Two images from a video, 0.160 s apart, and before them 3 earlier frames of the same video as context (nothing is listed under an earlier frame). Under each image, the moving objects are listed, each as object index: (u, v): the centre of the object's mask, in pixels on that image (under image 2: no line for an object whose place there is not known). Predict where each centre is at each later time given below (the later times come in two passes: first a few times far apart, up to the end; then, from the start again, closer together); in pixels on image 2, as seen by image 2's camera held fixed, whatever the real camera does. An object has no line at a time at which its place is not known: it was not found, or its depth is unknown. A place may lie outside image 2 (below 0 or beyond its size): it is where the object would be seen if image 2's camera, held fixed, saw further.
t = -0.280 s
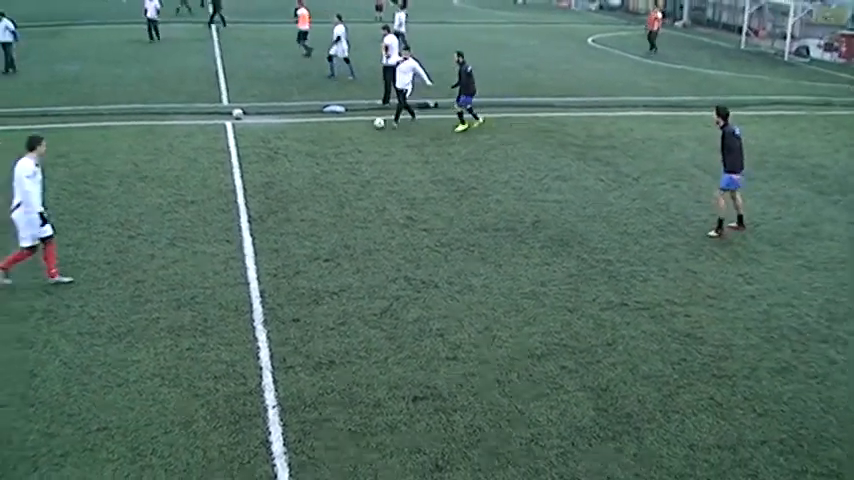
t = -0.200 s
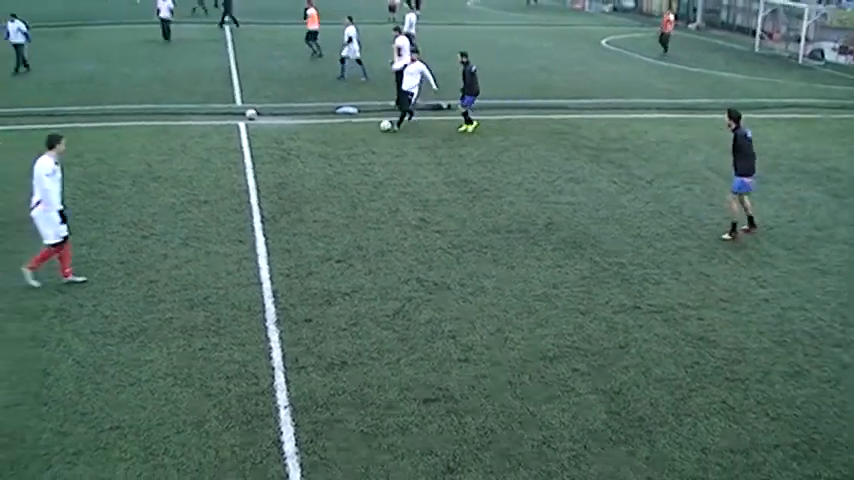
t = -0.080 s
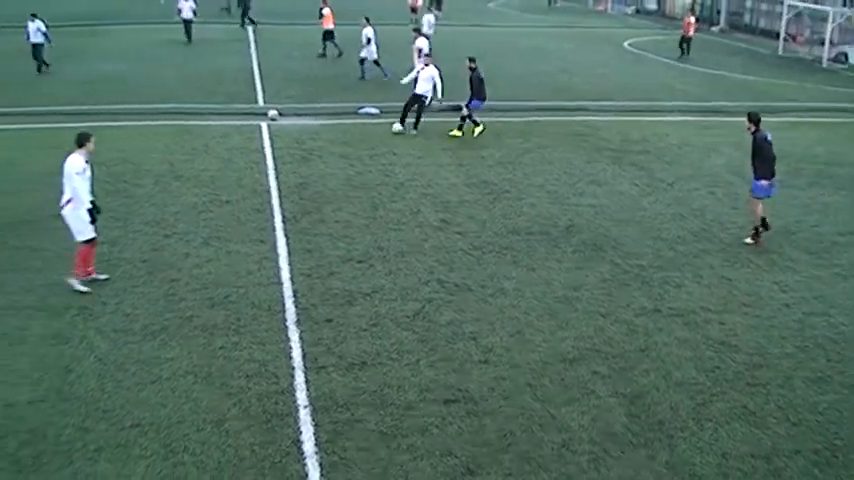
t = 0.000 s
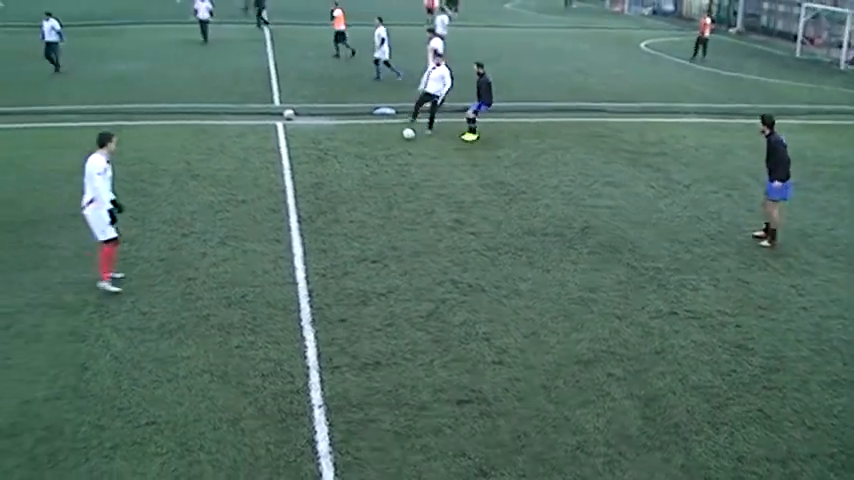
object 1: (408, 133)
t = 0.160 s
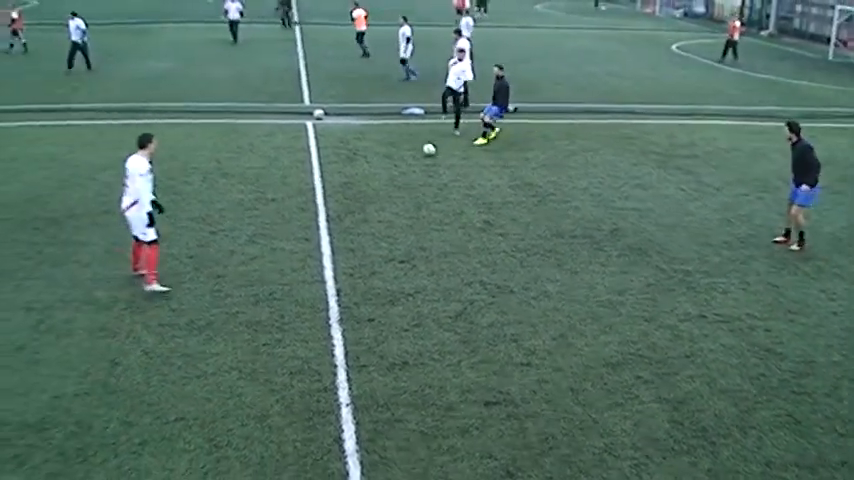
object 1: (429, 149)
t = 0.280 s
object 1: (423, 160)
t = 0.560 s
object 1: (406, 184)
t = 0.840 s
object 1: (384, 211)
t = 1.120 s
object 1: (357, 250)
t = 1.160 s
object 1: (353, 254)
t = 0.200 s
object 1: (427, 153)
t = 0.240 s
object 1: (425, 156)
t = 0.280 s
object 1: (423, 160)
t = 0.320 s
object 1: (421, 164)
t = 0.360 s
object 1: (419, 166)
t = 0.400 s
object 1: (416, 167)
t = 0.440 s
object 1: (414, 171)
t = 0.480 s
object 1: (411, 175)
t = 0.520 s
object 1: (409, 181)
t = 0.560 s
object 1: (406, 184)
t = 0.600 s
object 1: (403, 186)
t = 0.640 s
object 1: (400, 189)
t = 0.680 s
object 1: (397, 192)
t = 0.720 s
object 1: (394, 198)
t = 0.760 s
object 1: (390, 204)
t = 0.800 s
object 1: (388, 209)
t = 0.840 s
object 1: (384, 211)
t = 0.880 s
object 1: (380, 216)
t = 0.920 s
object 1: (377, 221)
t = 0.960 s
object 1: (373, 228)
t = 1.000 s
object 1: (369, 234)
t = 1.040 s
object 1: (365, 237)
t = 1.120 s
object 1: (357, 250)
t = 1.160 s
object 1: (353, 254)
